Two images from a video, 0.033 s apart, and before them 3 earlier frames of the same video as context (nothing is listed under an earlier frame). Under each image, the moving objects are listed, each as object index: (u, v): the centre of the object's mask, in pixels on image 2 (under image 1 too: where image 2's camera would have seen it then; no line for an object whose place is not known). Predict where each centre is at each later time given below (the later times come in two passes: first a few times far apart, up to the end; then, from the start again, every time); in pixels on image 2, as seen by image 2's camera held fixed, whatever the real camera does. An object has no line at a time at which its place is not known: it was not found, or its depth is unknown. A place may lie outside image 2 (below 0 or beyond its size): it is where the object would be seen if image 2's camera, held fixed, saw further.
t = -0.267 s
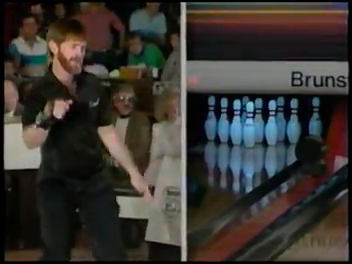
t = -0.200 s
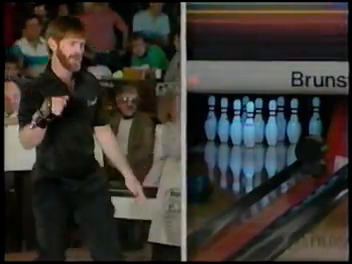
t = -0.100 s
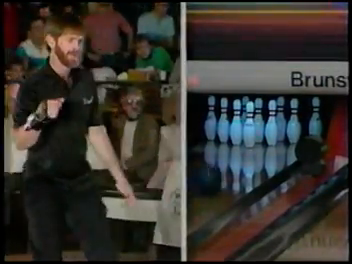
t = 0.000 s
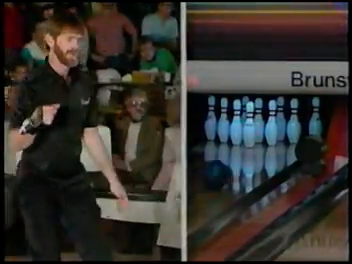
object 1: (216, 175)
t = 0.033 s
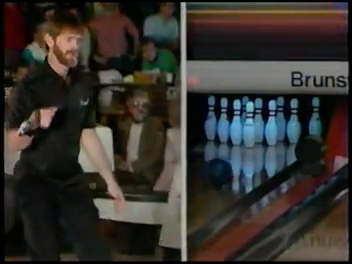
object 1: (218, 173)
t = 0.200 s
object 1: (226, 166)
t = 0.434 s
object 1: (238, 156)
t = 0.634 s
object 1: (247, 149)
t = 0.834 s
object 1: (254, 143)
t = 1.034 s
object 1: (261, 138)
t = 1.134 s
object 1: (267, 135)
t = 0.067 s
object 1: (220, 171)
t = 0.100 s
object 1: (221, 170)
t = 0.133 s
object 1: (223, 169)
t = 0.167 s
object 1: (225, 167)
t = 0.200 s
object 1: (226, 166)
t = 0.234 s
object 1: (228, 165)
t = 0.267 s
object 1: (230, 163)
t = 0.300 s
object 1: (232, 161)
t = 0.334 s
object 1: (233, 160)
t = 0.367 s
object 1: (235, 158)
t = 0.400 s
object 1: (237, 157)
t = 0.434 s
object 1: (238, 156)
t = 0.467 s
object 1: (240, 154)
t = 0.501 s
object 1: (242, 153)
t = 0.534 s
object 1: (243, 152)
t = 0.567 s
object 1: (245, 151)
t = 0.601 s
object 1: (247, 150)
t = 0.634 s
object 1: (247, 149)
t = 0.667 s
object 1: (250, 148)
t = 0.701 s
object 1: (250, 147)
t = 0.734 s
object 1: (252, 146)
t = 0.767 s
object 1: (253, 145)
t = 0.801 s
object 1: (254, 144)
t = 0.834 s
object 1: (254, 143)
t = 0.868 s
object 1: (255, 142)
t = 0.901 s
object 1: (257, 141)
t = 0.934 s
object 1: (257, 141)
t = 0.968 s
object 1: (259, 139)
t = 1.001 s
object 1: (260, 139)
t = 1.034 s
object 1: (261, 138)
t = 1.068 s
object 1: (262, 136)
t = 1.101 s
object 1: (263, 136)
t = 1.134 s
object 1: (267, 135)
